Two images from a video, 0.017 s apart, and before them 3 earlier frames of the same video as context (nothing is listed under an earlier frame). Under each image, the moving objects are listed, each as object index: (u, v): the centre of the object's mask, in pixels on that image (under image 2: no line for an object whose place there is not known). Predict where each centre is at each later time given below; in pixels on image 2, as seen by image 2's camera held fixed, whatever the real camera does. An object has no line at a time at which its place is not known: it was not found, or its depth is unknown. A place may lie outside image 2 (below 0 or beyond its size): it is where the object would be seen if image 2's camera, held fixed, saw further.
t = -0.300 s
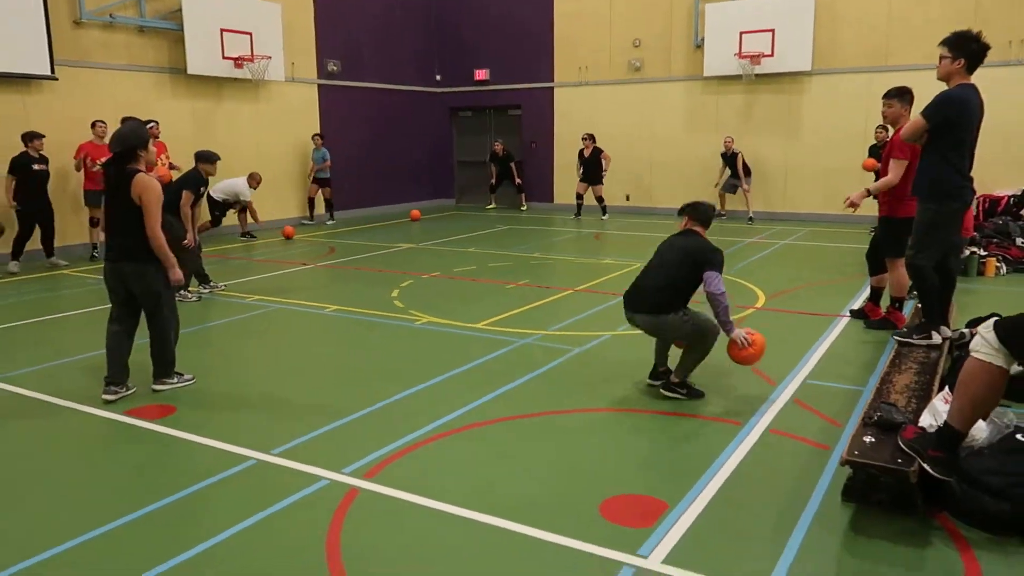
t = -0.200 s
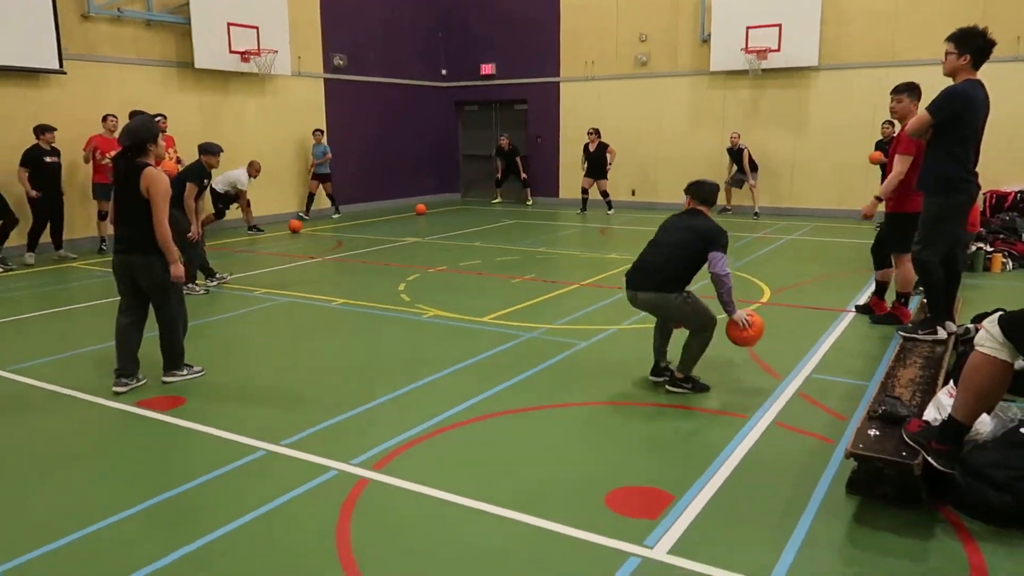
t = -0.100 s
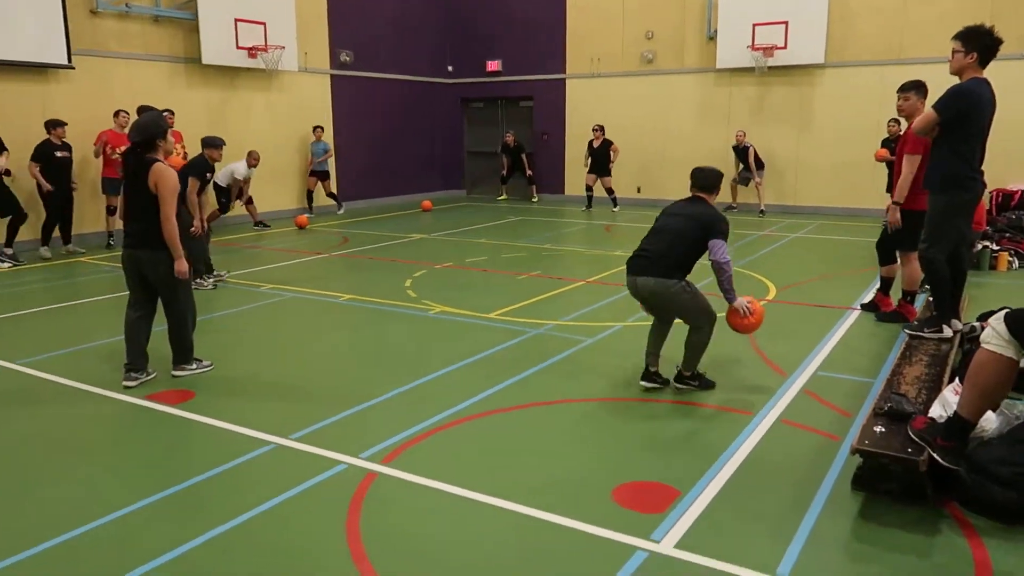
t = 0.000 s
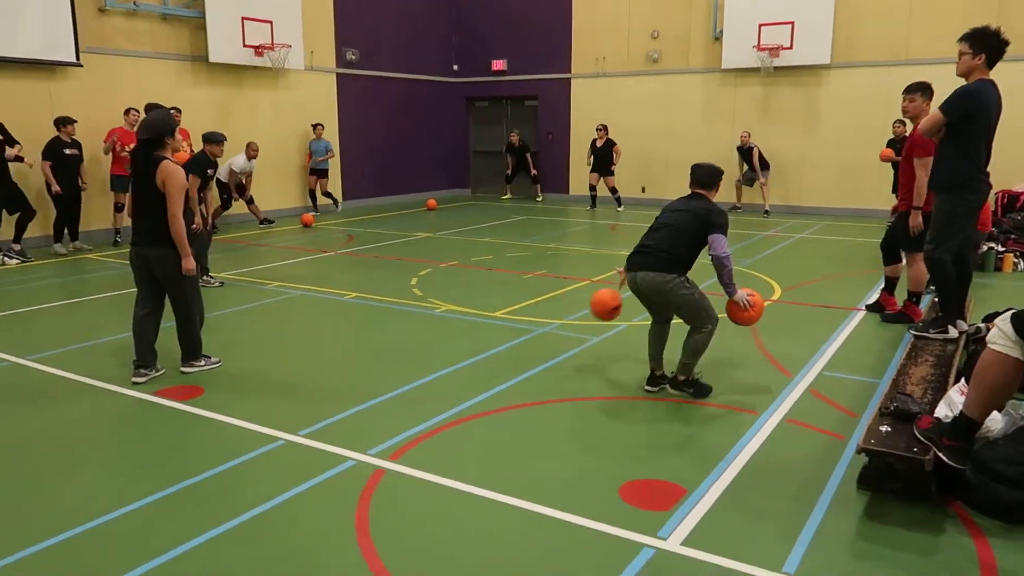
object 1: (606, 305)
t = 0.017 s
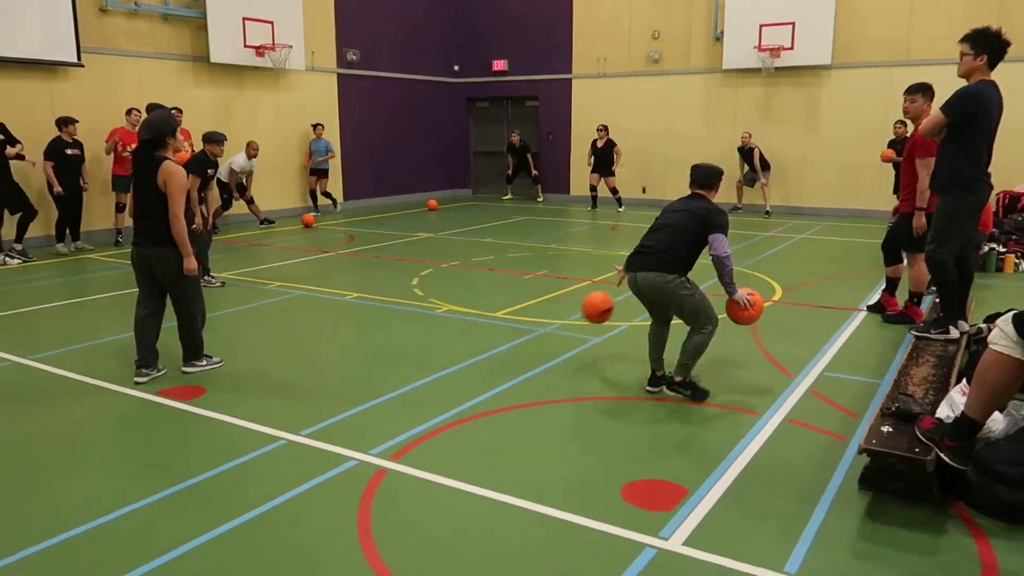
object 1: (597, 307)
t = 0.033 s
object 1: (587, 310)
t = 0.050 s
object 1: (577, 314)
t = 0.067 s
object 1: (567, 318)
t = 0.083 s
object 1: (558, 322)
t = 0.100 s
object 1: (549, 326)
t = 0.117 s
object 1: (539, 331)
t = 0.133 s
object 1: (529, 337)
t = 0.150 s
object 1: (520, 342)
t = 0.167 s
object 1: (510, 348)
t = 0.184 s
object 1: (504, 347)
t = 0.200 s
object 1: (499, 344)
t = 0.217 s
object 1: (493, 338)
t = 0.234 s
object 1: (488, 335)
